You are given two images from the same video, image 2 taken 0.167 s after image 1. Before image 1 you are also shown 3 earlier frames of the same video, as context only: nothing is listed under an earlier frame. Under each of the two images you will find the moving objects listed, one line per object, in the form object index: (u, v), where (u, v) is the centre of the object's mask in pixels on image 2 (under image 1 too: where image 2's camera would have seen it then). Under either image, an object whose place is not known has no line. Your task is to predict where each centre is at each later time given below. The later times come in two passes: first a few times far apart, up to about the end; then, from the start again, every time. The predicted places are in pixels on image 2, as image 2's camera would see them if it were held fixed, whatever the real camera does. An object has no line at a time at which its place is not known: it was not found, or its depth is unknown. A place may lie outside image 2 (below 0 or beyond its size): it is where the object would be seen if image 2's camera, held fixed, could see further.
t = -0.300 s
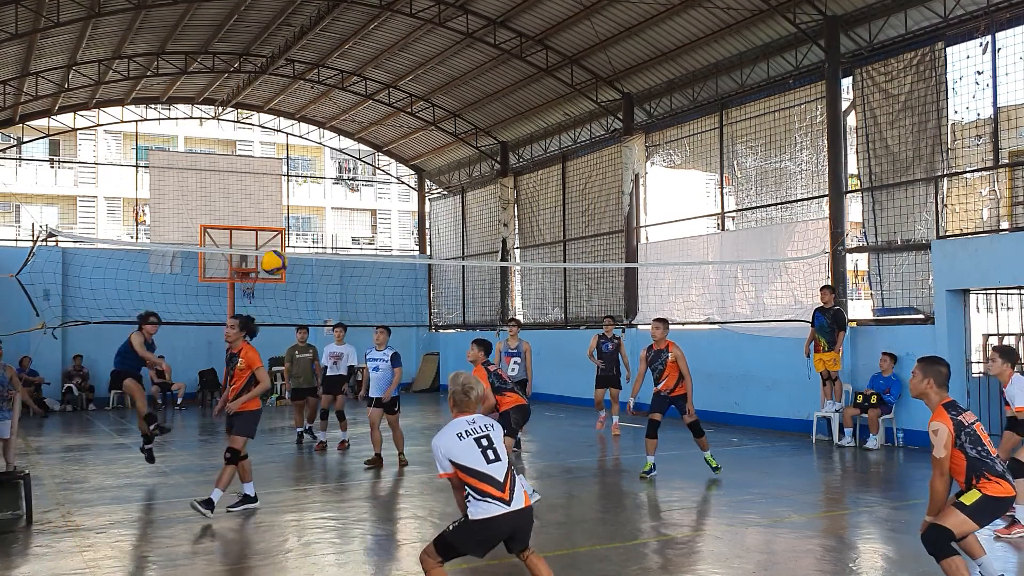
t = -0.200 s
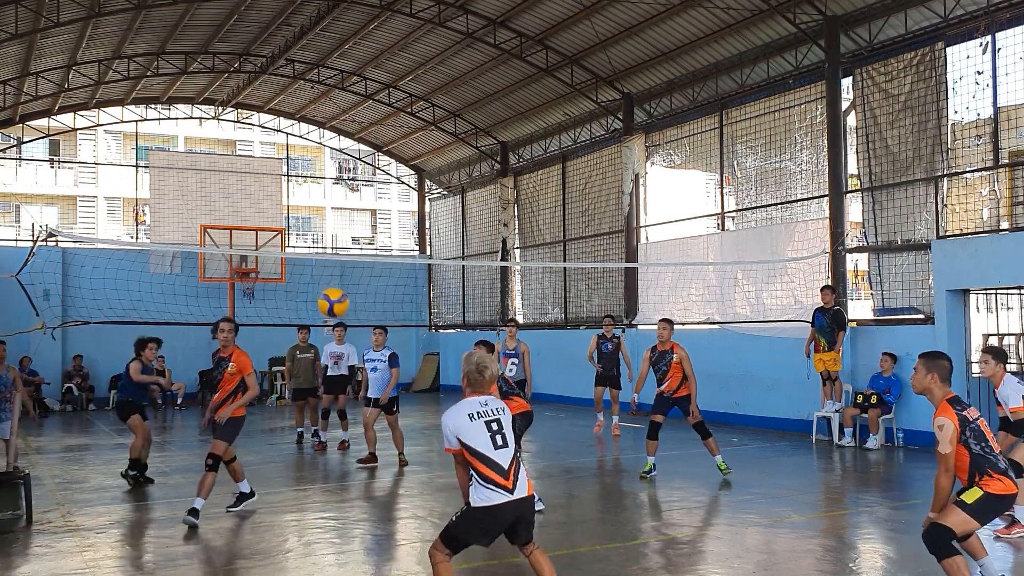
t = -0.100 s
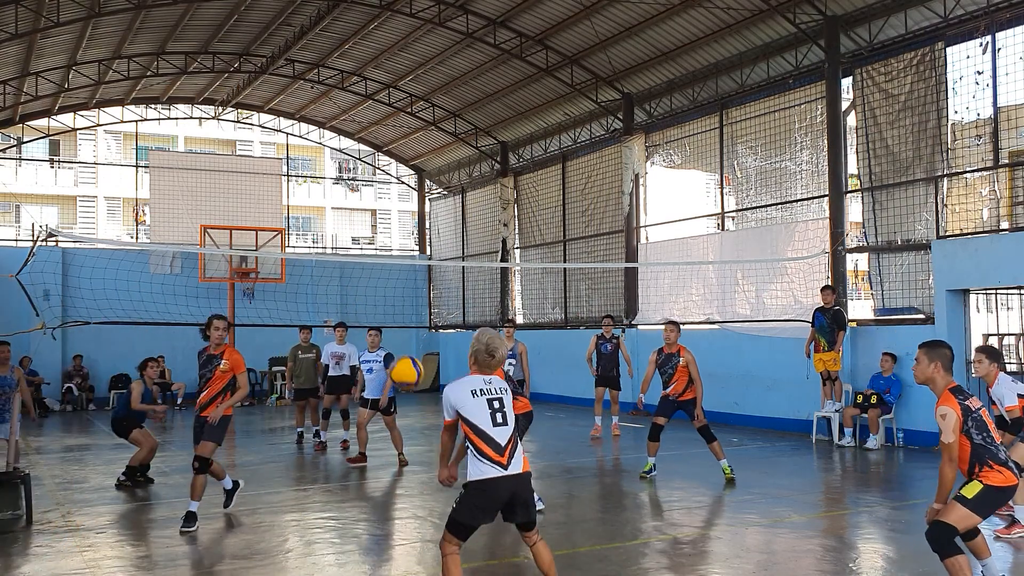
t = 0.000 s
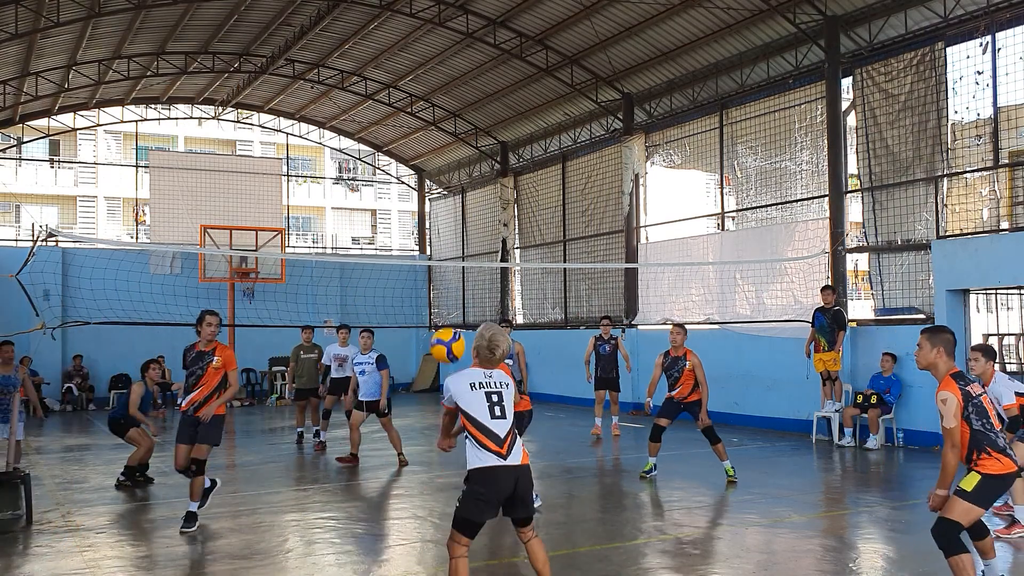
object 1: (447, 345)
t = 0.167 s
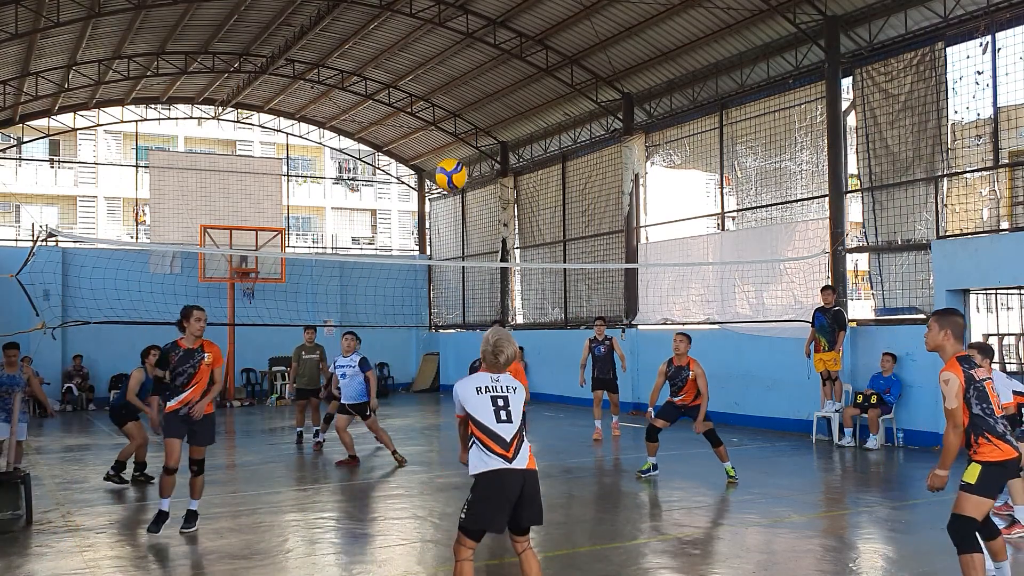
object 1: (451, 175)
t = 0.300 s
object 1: (455, 87)
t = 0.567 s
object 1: (466, 12)
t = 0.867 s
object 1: (478, 32)
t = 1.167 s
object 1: (490, 132)
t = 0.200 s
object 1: (452, 150)
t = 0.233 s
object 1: (453, 127)
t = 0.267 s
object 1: (454, 106)
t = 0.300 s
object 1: (455, 87)
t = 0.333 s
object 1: (456, 72)
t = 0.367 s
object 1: (458, 58)
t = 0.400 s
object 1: (459, 46)
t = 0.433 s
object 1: (460, 36)
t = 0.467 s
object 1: (462, 27)
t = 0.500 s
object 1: (463, 20)
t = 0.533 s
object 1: (464, 14)
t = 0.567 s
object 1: (466, 12)
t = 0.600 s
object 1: (467, 10)
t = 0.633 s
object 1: (469, 9)
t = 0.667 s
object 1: (470, 9)
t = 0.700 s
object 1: (472, 10)
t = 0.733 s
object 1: (473, 11)
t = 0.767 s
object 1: (474, 15)
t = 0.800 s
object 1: (475, 19)
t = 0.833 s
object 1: (476, 25)
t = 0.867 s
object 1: (478, 32)
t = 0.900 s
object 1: (479, 40)
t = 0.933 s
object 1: (480, 48)
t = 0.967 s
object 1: (482, 58)
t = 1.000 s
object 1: (483, 68)
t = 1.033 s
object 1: (485, 79)
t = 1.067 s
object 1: (486, 91)
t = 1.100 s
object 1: (487, 104)
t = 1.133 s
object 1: (488, 118)
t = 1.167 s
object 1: (490, 132)
